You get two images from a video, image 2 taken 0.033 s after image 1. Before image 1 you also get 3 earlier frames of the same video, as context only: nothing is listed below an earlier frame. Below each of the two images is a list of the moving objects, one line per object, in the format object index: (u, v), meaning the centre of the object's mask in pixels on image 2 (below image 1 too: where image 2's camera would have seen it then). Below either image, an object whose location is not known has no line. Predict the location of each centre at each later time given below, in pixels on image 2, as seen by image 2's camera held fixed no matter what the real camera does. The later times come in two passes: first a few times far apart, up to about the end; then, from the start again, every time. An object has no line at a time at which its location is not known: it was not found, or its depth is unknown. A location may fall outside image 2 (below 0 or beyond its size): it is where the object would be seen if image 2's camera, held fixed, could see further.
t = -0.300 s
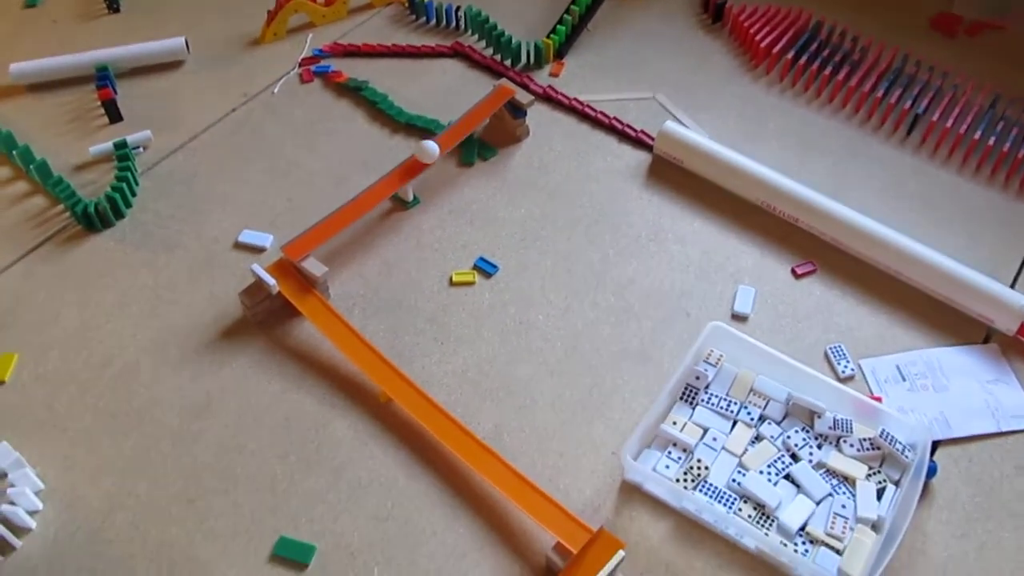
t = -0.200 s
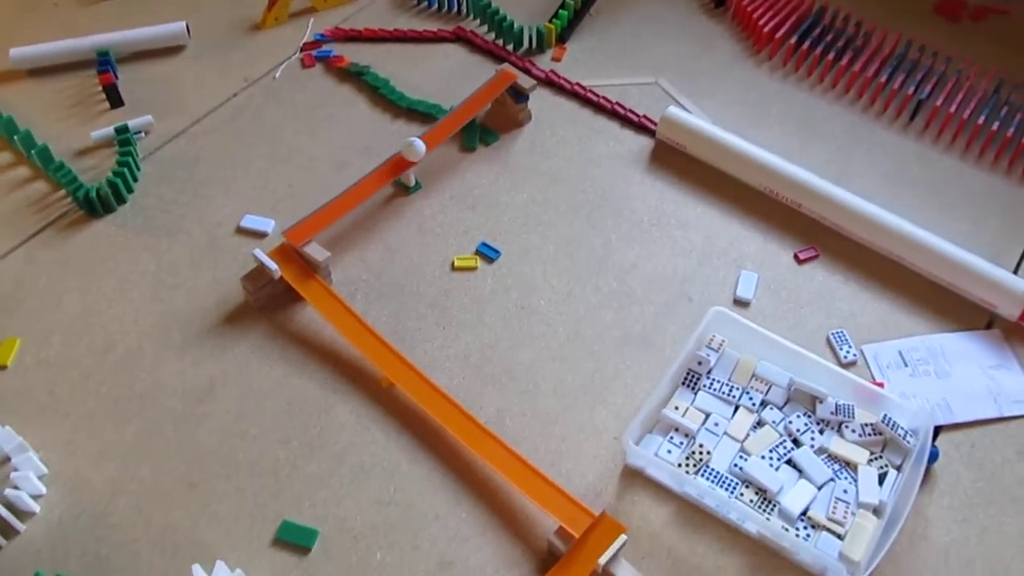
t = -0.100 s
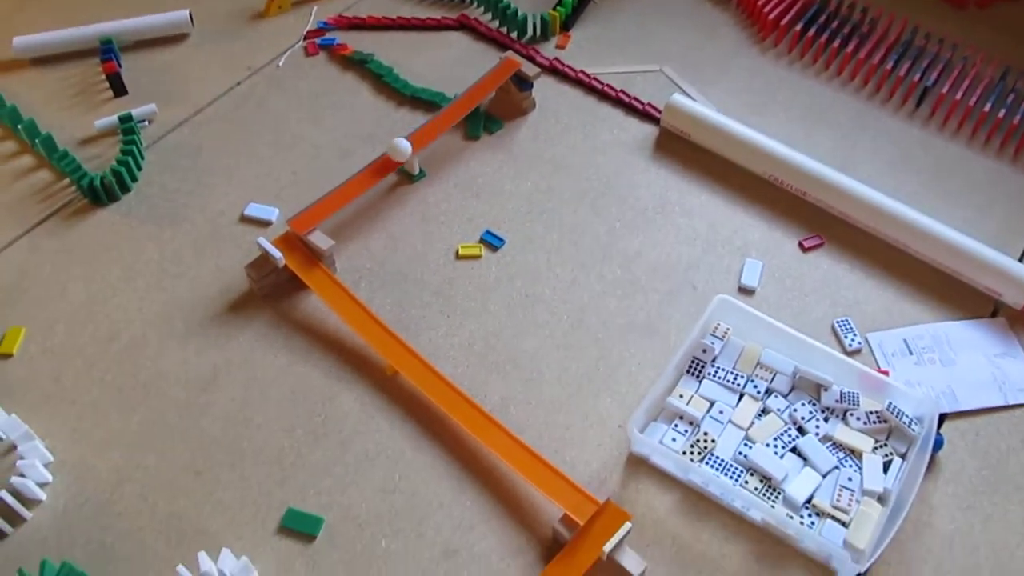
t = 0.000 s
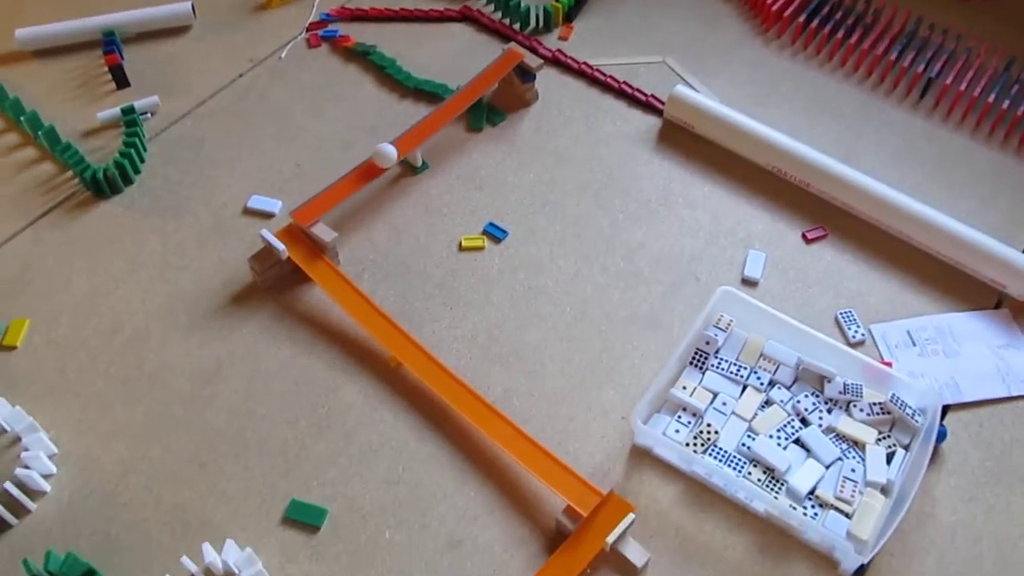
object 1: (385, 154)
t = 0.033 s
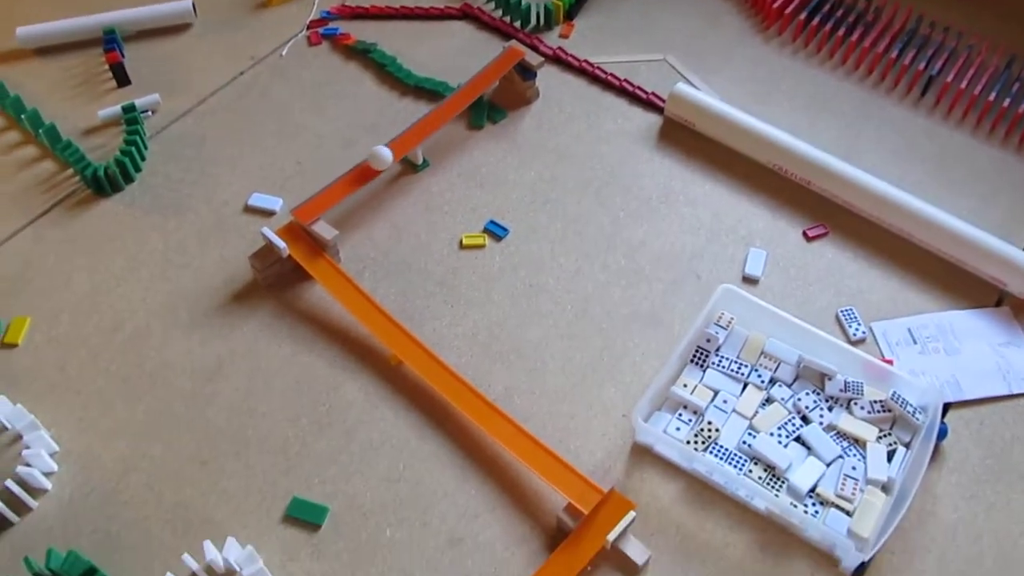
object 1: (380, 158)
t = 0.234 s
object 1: (345, 182)
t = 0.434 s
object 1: (315, 203)
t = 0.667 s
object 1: (291, 231)
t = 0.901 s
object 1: (304, 249)
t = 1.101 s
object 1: (336, 275)
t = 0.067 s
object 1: (374, 162)
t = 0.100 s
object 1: (368, 166)
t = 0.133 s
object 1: (362, 170)
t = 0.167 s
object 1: (357, 174)
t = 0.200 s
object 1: (351, 178)
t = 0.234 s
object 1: (345, 182)
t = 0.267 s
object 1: (339, 186)
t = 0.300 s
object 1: (334, 190)
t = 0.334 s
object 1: (329, 193)
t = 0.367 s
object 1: (324, 197)
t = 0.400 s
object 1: (320, 200)
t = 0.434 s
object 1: (315, 203)
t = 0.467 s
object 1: (311, 206)
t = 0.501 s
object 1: (306, 208)
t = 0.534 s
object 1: (303, 210)
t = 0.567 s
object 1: (299, 213)
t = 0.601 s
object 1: (295, 216)
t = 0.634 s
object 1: (292, 222)
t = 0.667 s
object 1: (291, 231)
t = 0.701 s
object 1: (293, 229)
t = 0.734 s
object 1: (294, 233)
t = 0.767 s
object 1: (294, 237)
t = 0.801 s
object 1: (295, 240)
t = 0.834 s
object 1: (298, 243)
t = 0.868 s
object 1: (300, 246)
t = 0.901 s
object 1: (304, 249)
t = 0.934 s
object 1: (308, 252)
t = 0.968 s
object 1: (313, 256)
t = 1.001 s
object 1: (317, 260)
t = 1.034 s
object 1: (323, 265)
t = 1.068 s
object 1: (329, 269)
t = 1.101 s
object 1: (336, 275)
